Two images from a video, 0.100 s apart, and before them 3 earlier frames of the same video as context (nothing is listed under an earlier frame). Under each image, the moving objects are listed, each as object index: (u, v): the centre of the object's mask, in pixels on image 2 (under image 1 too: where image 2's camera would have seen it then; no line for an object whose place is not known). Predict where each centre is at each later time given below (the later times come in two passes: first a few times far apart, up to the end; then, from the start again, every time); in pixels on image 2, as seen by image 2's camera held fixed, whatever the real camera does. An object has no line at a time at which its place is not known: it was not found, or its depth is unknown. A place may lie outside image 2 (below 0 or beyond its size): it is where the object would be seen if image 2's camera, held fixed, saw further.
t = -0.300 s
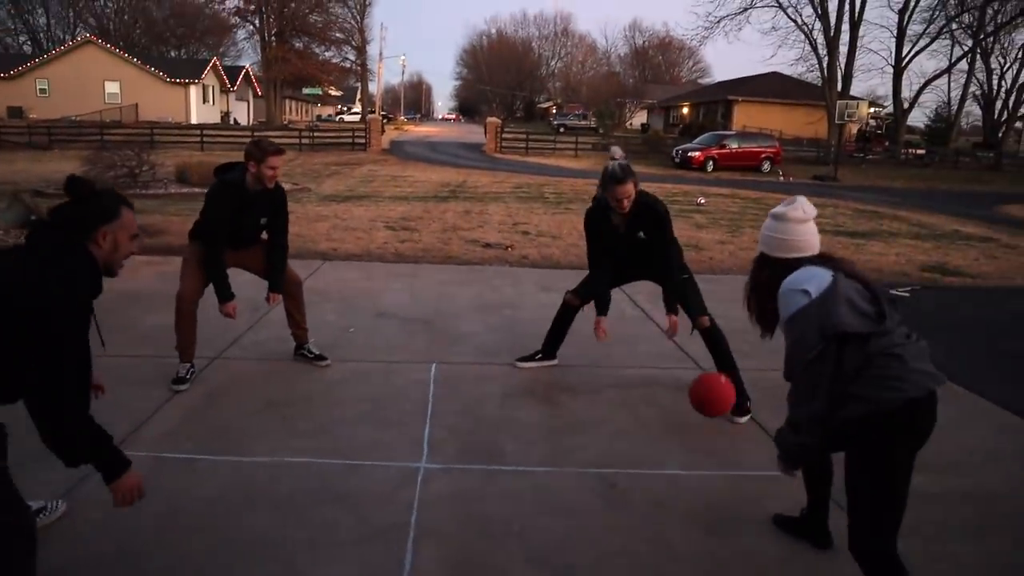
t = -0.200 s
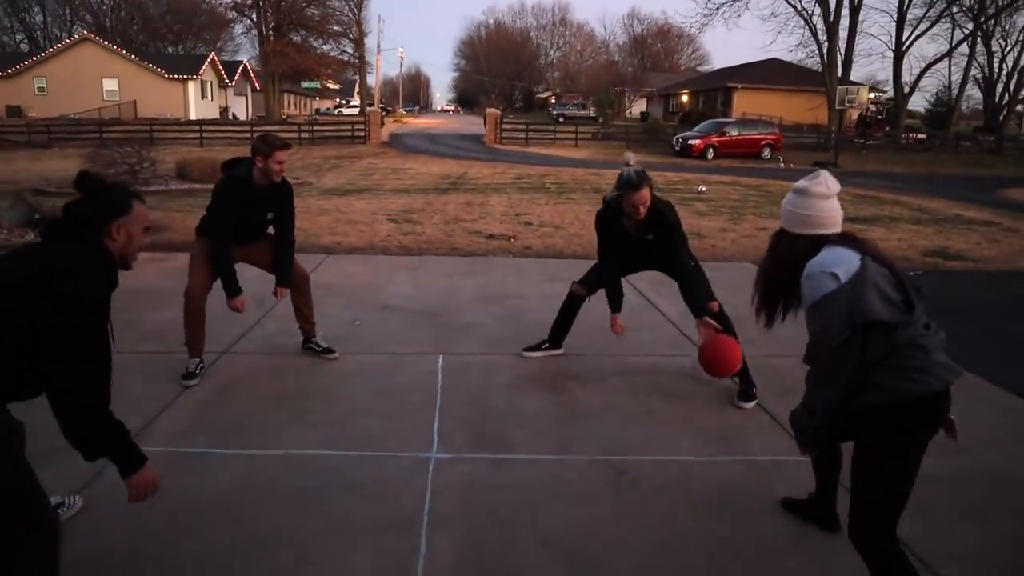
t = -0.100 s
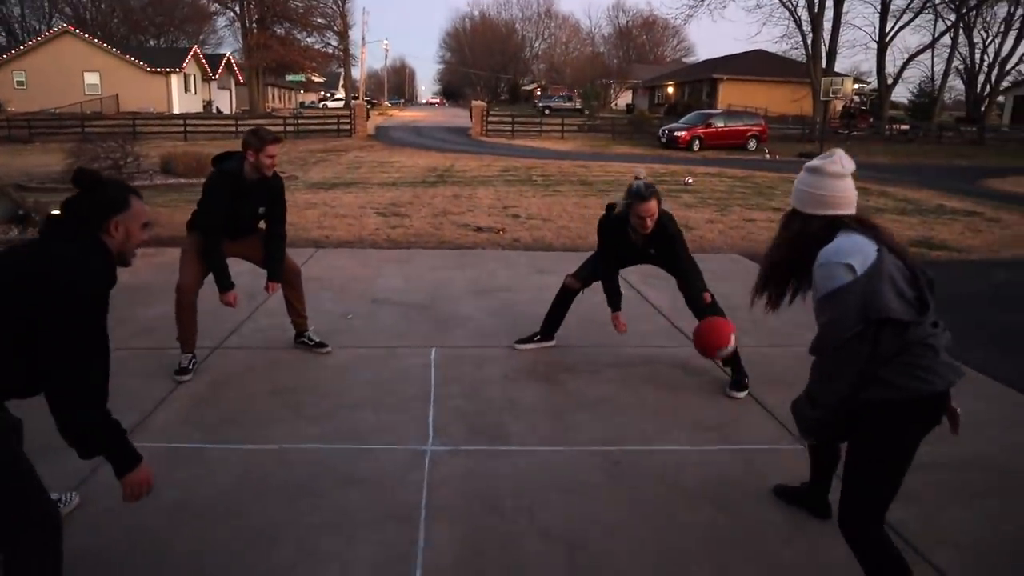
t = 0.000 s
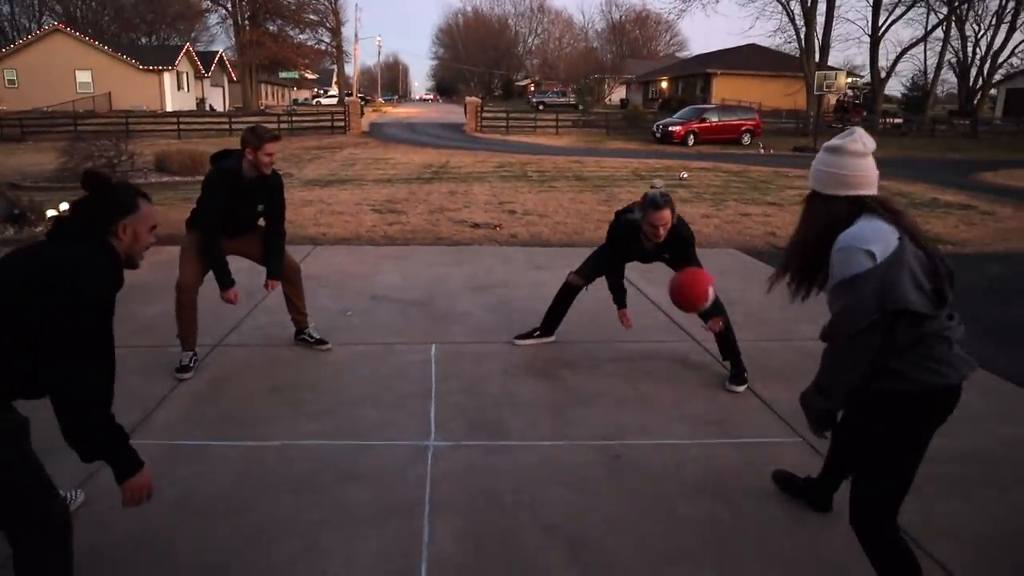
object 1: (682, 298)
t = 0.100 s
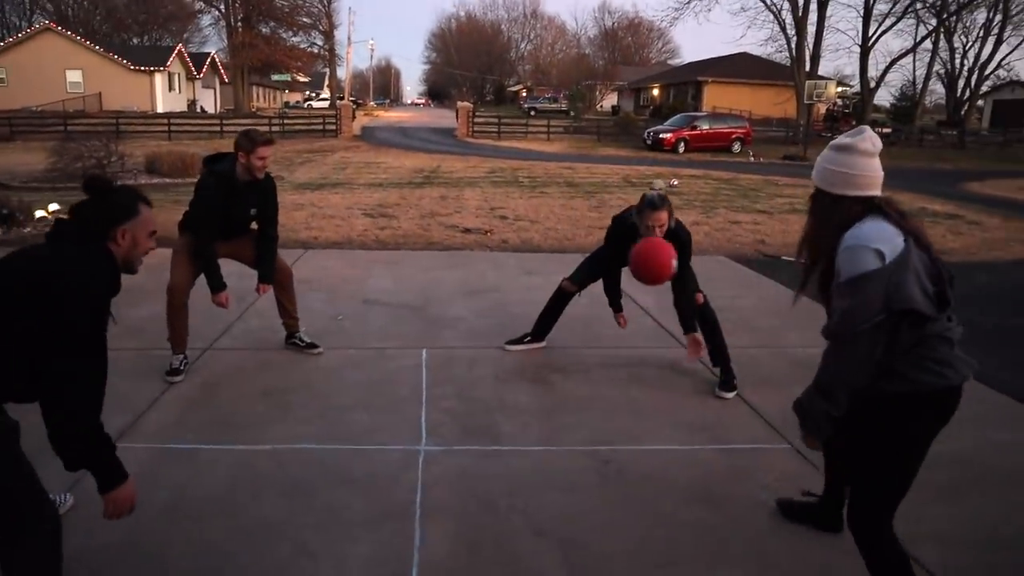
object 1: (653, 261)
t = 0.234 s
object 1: (604, 239)
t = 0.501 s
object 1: (477, 320)
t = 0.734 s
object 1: (353, 474)
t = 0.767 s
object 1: (338, 456)
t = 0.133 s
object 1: (642, 252)
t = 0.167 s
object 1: (630, 246)
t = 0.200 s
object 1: (618, 241)
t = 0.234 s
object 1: (604, 239)
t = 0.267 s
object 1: (591, 239)
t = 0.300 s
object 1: (576, 243)
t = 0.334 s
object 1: (561, 249)
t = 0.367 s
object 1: (545, 257)
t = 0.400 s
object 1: (529, 268)
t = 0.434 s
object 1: (512, 282)
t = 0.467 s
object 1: (494, 299)
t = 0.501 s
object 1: (477, 320)
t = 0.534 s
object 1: (458, 344)
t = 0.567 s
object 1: (440, 371)
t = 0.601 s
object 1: (421, 401)
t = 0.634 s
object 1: (402, 435)
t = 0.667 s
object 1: (383, 471)
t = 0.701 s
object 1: (367, 496)
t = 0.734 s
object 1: (353, 474)
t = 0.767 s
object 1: (338, 456)
